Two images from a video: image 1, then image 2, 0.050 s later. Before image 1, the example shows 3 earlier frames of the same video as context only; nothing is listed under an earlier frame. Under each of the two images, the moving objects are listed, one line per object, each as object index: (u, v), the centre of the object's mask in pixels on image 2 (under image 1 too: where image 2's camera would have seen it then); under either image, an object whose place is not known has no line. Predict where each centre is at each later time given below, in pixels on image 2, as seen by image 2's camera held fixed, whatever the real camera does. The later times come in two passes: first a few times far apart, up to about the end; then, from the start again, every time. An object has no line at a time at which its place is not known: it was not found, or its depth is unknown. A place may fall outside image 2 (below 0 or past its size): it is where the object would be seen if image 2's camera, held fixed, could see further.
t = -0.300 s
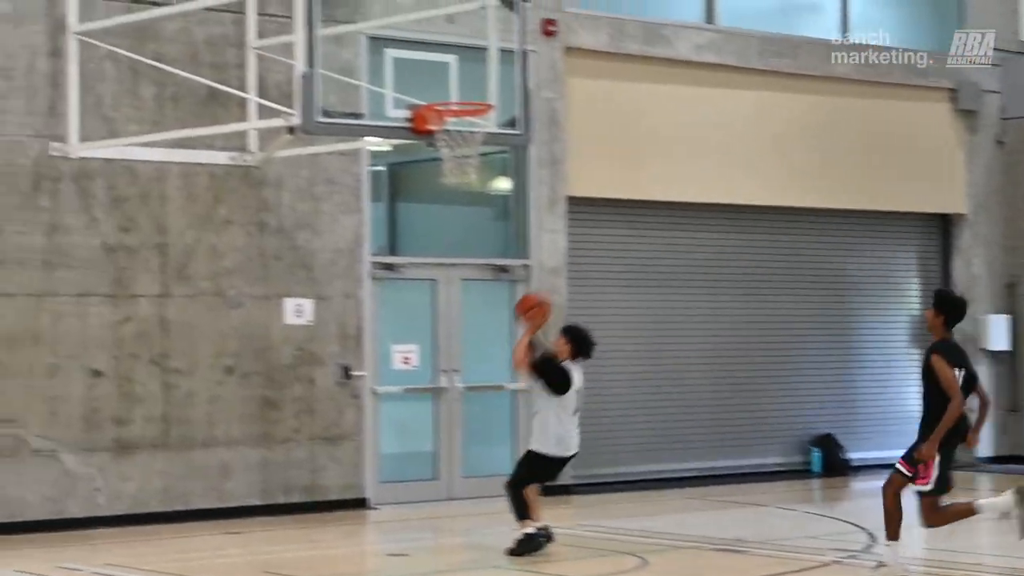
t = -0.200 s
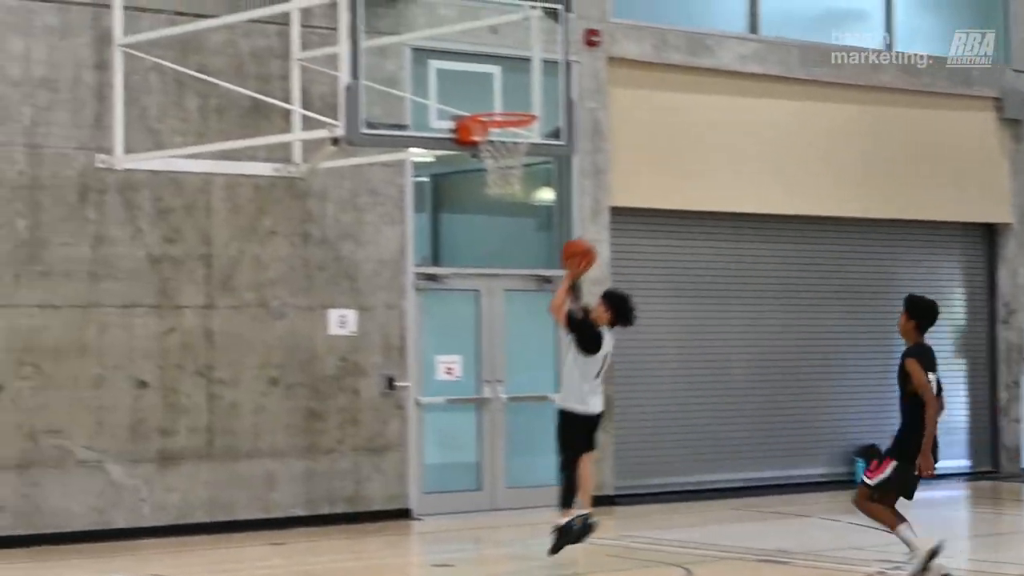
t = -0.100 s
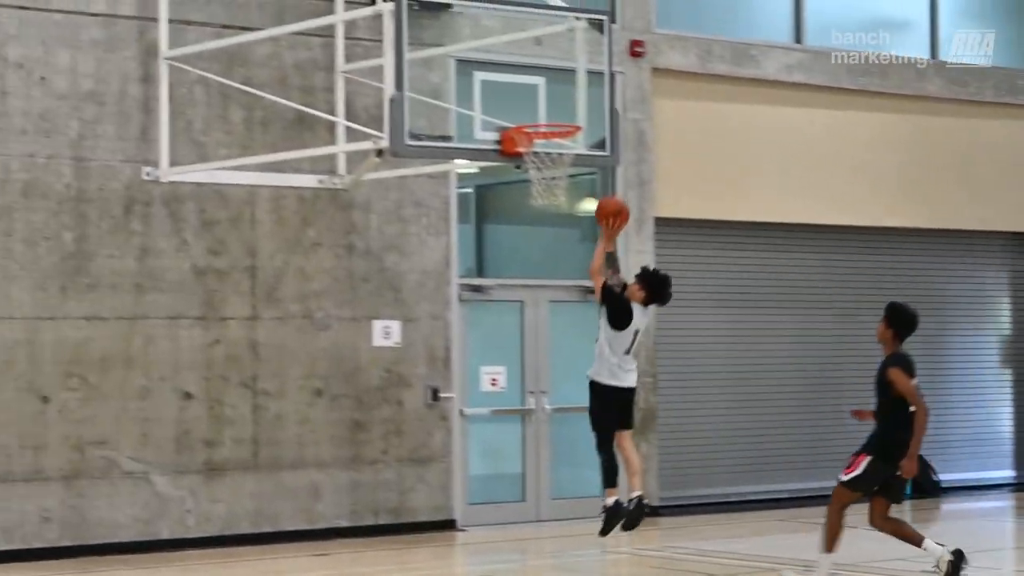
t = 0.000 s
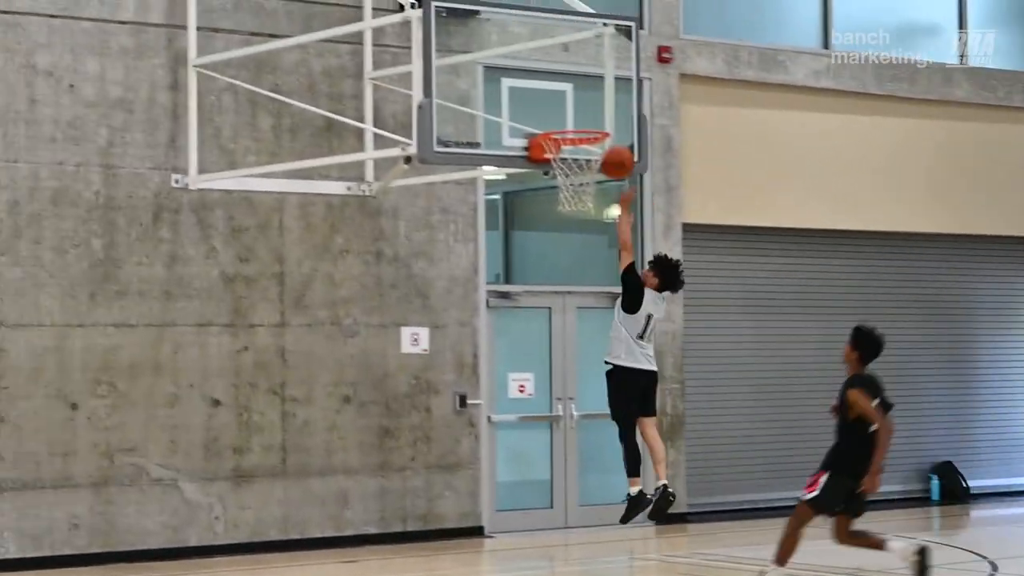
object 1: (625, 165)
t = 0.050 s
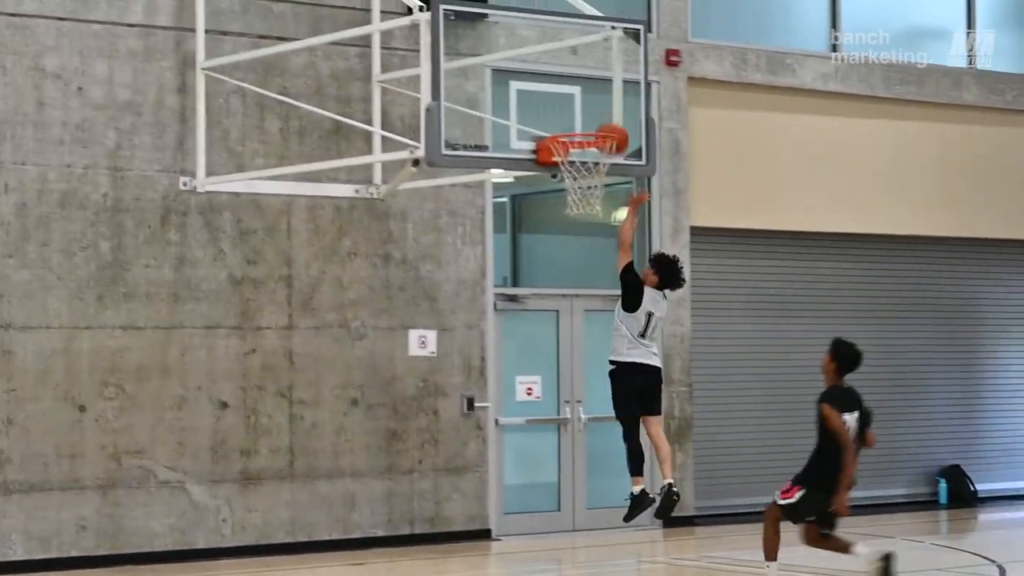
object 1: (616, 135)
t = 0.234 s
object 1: (592, 95)
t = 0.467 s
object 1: (590, 117)
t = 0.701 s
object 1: (572, 189)
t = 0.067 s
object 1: (608, 126)
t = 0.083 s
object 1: (602, 122)
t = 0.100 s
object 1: (598, 117)
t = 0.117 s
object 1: (594, 112)
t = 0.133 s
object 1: (593, 108)
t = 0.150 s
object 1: (593, 105)
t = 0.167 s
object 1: (593, 102)
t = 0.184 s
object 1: (593, 100)
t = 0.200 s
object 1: (593, 98)
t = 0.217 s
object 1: (592, 96)
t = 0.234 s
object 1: (592, 95)
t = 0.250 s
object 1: (592, 94)
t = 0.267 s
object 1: (592, 94)
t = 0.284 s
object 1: (591, 93)
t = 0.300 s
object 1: (591, 94)
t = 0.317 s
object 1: (591, 94)
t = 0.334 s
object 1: (591, 95)
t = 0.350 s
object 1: (591, 96)
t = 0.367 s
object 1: (590, 98)
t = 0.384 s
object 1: (590, 100)
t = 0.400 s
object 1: (590, 103)
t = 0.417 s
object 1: (590, 106)
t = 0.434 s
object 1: (590, 109)
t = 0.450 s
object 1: (590, 113)
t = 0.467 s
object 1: (590, 117)
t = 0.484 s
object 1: (589, 120)
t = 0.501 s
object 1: (589, 122)
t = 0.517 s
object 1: (589, 125)
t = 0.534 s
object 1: (588, 136)
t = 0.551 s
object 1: (586, 141)
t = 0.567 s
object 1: (586, 148)
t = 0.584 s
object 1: (581, 153)
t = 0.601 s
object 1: (579, 157)
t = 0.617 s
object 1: (580, 164)
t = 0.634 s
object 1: (578, 171)
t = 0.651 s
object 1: (576, 177)
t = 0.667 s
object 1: (576, 182)
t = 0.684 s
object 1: (573, 186)
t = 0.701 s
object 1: (572, 189)
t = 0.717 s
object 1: (572, 193)
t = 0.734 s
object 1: (571, 196)
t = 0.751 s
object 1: (569, 203)
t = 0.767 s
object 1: (569, 206)
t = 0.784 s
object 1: (569, 210)
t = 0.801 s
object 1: (568, 214)
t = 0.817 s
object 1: (567, 218)
